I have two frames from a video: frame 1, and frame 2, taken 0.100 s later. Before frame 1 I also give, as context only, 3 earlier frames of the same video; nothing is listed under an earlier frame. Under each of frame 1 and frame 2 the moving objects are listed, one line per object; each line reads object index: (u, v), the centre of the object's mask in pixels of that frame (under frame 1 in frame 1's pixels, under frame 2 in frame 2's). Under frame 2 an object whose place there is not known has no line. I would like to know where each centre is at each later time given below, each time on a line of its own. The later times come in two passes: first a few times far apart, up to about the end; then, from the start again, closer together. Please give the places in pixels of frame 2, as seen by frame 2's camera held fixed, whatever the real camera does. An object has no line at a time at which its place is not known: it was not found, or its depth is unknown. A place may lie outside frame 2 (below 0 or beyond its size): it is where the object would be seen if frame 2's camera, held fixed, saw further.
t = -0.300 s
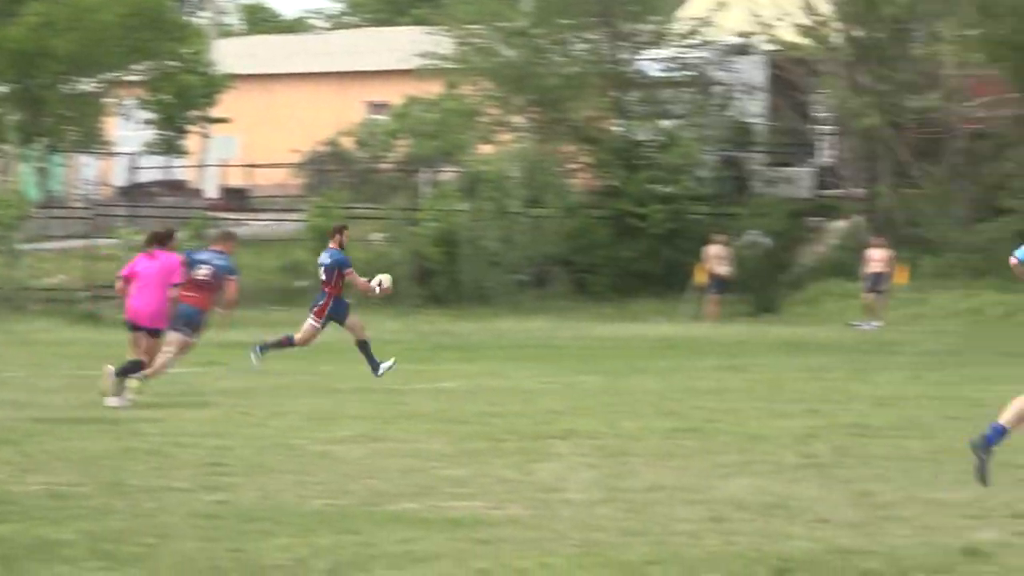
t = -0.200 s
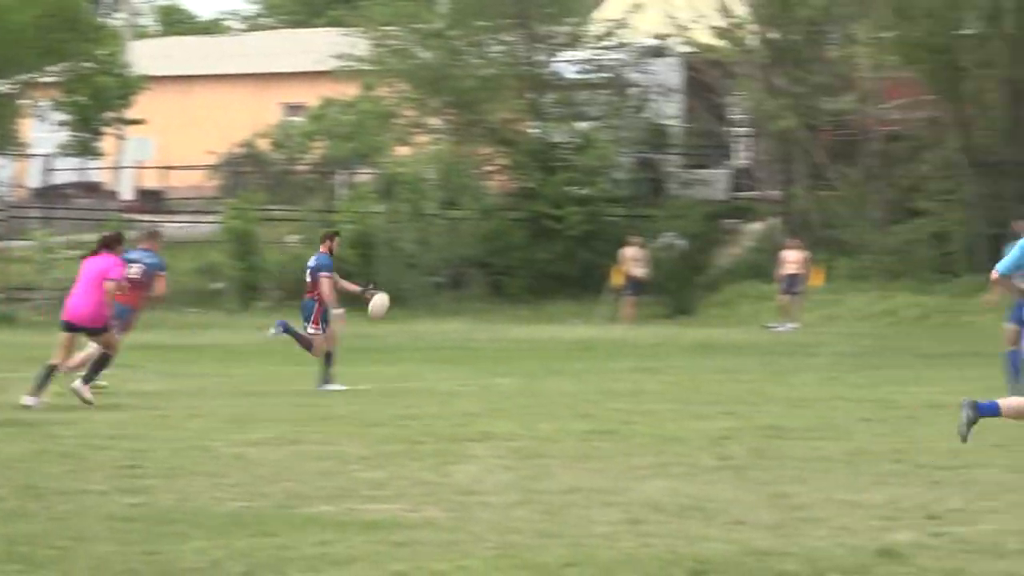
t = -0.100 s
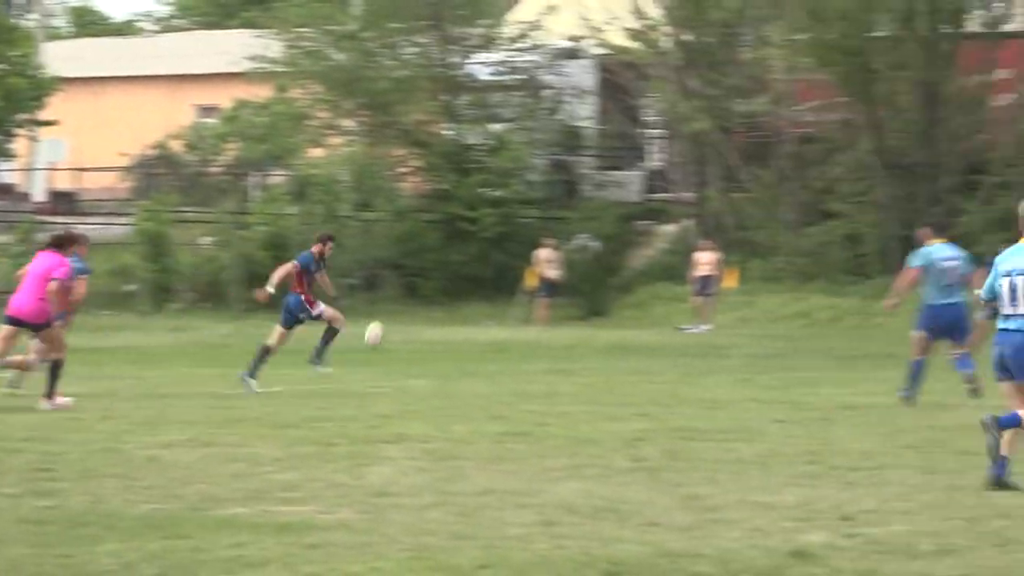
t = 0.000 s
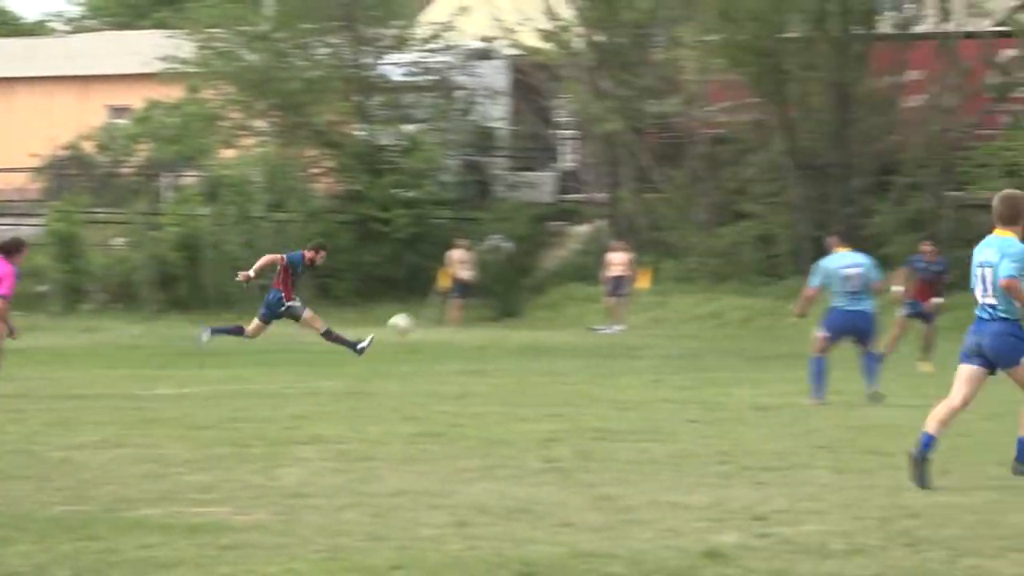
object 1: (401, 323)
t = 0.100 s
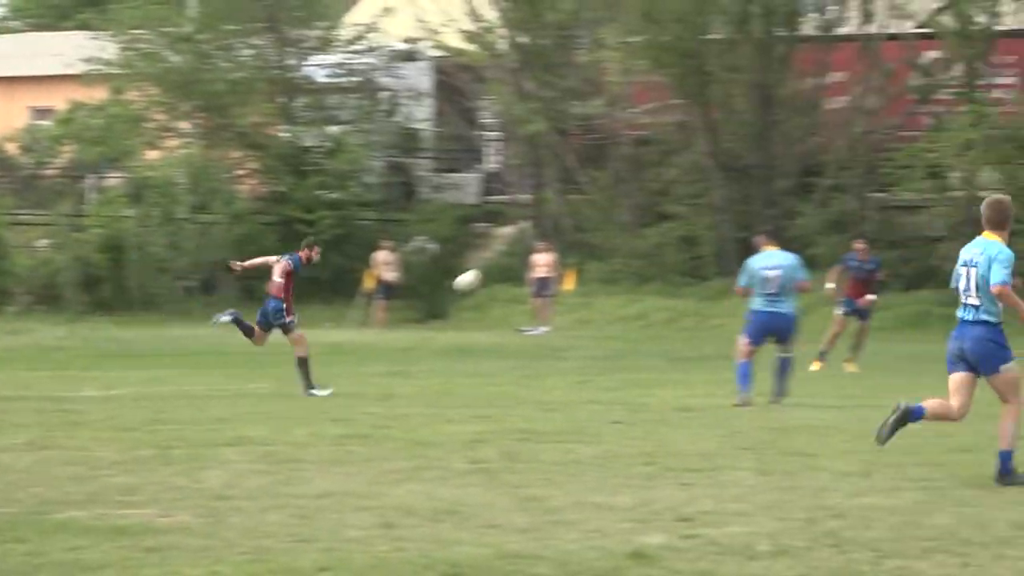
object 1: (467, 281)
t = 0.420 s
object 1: (929, 194)
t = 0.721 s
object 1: (1425, 183)
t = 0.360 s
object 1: (840, 204)
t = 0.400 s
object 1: (898, 197)
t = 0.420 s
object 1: (929, 194)
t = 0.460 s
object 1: (991, 188)
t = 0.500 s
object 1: (1052, 185)
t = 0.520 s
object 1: (1083, 182)
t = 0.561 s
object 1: (1147, 178)
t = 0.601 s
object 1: (1215, 178)
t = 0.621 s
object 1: (1249, 178)
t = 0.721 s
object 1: (1425, 183)
